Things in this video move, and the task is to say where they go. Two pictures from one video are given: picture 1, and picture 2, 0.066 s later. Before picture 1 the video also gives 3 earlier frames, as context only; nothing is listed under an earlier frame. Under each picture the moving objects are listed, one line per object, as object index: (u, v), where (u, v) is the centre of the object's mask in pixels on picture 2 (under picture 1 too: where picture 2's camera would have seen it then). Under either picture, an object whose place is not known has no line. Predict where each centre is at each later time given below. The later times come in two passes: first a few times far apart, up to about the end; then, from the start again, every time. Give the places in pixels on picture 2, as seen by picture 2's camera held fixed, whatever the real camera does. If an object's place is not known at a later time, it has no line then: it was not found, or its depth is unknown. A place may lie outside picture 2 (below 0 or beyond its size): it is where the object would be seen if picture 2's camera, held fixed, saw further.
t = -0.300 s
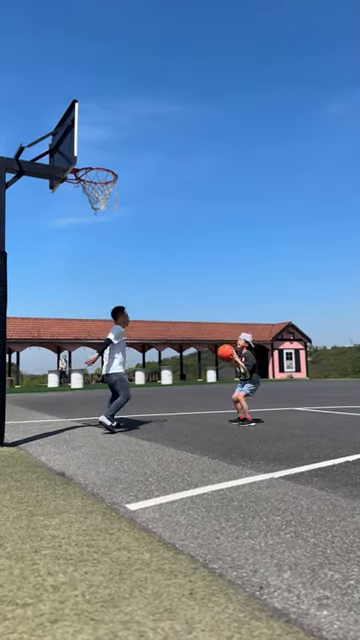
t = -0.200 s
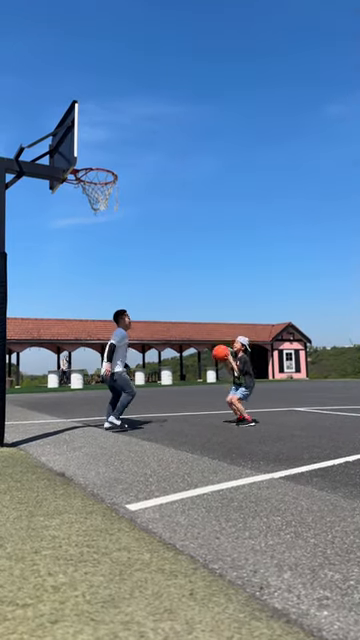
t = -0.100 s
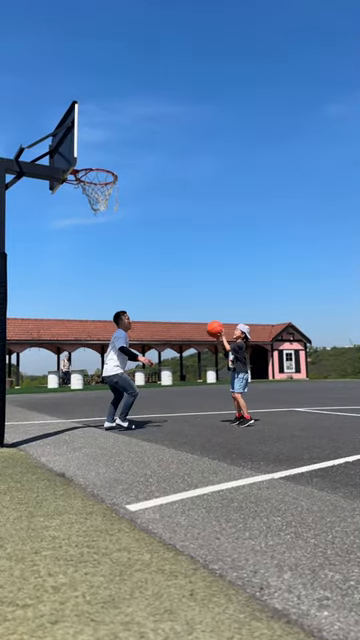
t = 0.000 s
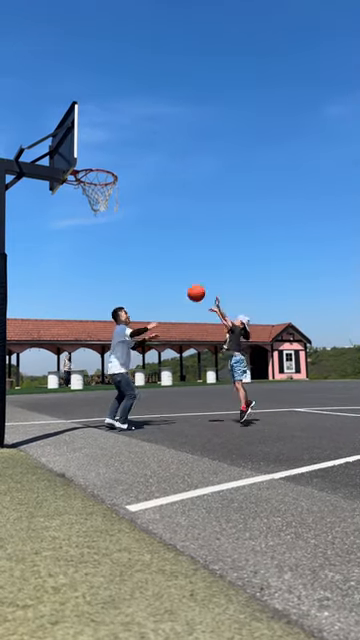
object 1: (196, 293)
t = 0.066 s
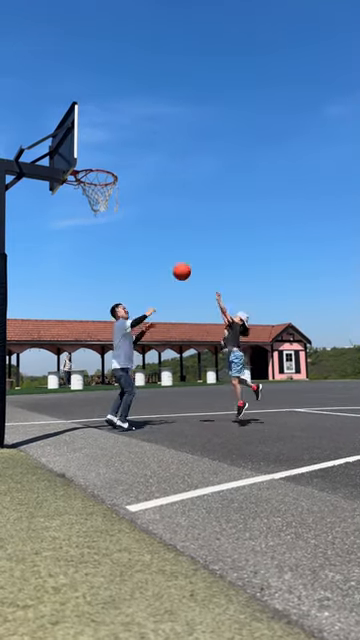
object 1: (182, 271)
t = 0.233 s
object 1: (144, 229)
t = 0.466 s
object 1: (88, 204)
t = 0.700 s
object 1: (27, 226)
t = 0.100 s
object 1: (174, 261)
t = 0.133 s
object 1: (167, 252)
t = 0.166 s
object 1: (160, 243)
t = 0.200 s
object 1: (152, 236)
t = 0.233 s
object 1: (144, 229)
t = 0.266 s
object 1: (137, 223)
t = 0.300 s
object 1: (129, 217)
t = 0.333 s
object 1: (120, 213)
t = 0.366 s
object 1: (112, 209)
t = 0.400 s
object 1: (104, 206)
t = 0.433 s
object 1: (96, 204)
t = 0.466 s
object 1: (88, 204)
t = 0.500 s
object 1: (80, 204)
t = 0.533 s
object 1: (71, 205)
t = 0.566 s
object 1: (63, 207)
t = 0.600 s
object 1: (54, 210)
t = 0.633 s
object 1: (46, 214)
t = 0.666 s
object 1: (36, 219)
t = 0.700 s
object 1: (27, 226)
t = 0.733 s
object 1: (18, 233)
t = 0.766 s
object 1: (9, 242)
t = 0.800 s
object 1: (4, 252)
